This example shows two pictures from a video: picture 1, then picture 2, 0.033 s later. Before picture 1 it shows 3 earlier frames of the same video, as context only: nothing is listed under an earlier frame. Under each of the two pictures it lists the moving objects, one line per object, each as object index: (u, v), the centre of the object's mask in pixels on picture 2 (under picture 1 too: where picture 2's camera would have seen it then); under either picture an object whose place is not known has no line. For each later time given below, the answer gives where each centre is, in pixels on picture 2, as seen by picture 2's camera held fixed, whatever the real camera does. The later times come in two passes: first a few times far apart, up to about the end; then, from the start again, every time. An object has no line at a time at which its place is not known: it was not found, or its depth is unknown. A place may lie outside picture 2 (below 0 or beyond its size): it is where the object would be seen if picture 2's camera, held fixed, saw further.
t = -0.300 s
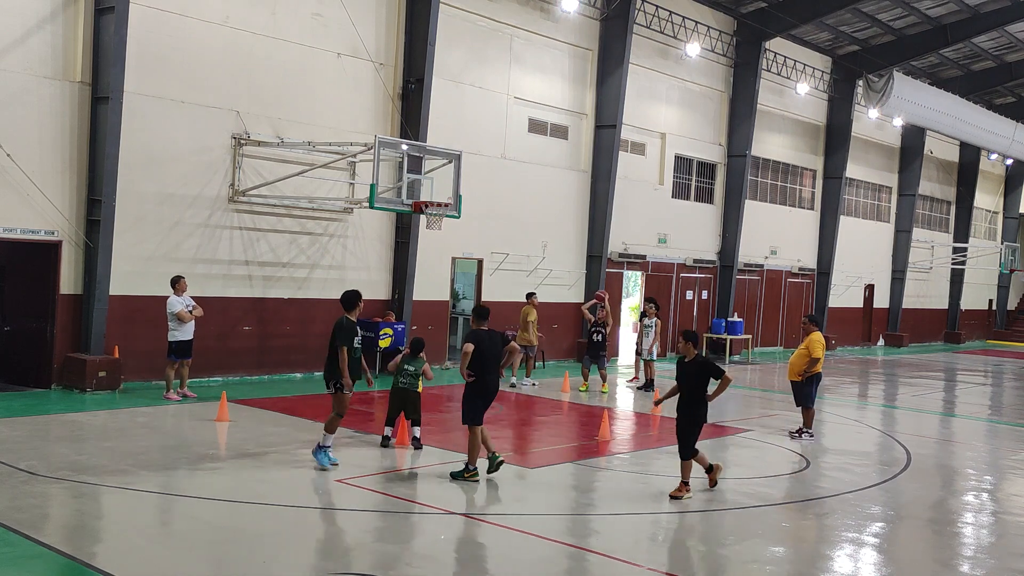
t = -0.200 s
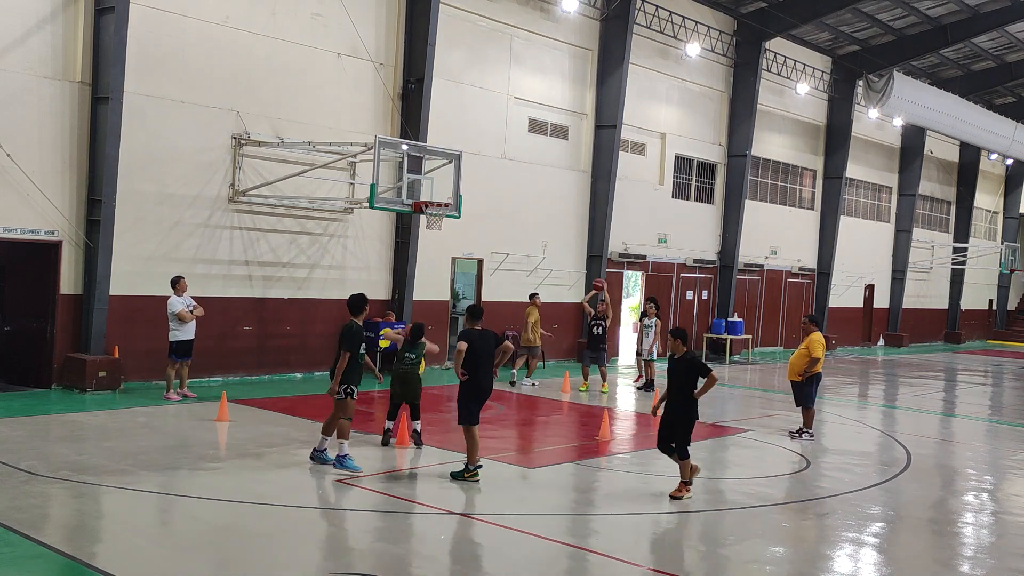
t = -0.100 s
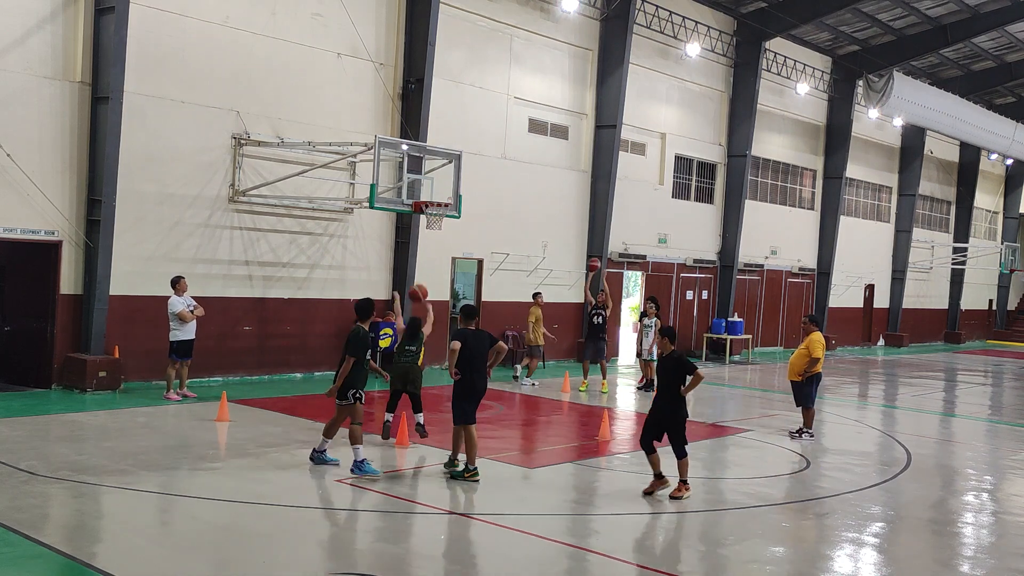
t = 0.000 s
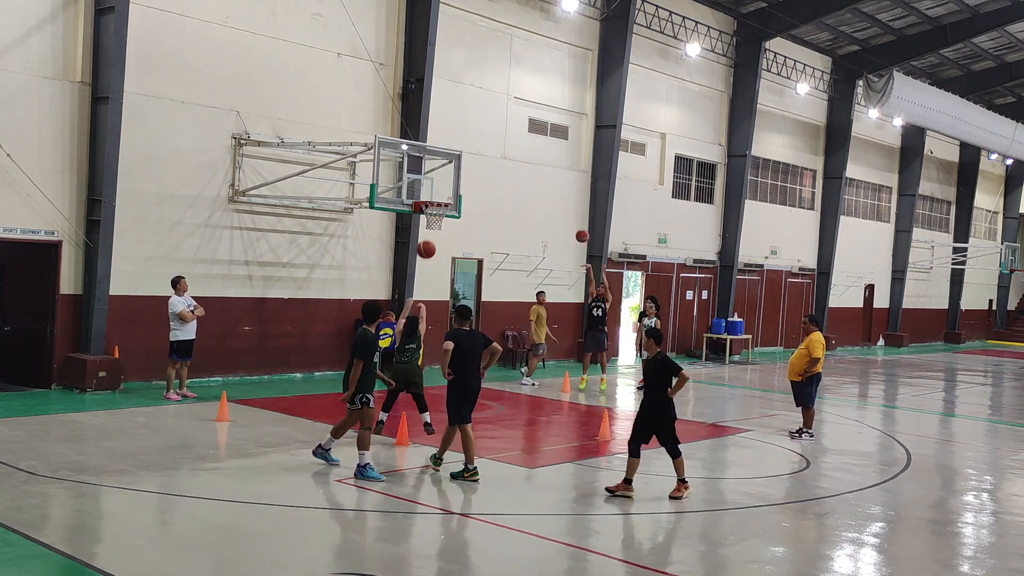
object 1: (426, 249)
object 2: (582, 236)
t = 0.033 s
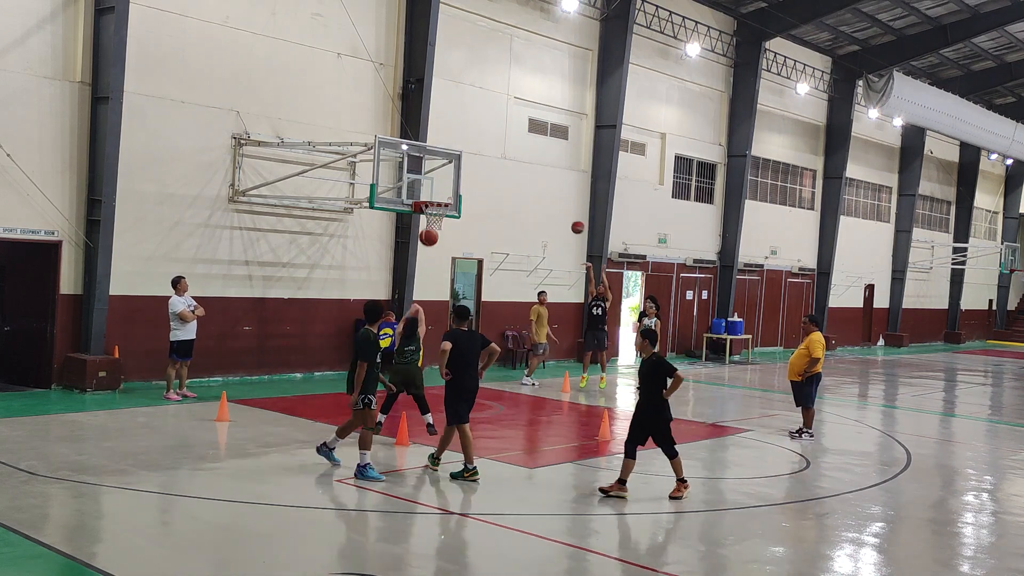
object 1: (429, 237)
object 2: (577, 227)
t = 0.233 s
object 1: (442, 184)
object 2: (550, 186)
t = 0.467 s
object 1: (454, 164)
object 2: (514, 164)
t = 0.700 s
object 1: (463, 182)
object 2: (474, 174)
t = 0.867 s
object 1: (468, 216)
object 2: (440, 201)
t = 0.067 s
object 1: (431, 226)
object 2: (573, 219)
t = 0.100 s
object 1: (434, 215)
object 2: (569, 211)
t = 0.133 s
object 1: (436, 206)
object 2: (564, 204)
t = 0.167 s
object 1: (438, 197)
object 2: (559, 198)
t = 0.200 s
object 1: (440, 190)
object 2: (554, 191)
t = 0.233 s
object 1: (442, 184)
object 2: (550, 186)
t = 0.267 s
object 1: (444, 178)
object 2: (545, 181)
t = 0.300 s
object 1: (446, 174)
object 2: (540, 176)
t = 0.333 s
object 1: (448, 170)
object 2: (535, 173)
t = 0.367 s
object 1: (450, 167)
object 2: (530, 169)
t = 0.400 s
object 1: (451, 165)
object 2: (524, 167)
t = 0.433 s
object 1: (453, 164)
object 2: (519, 165)
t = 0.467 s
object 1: (454, 164)
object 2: (514, 164)
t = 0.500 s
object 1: (456, 164)
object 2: (508, 163)
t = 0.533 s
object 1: (457, 166)
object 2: (503, 163)
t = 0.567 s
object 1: (458, 168)
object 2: (497, 164)
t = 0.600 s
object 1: (460, 170)
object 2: (491, 166)
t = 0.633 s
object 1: (461, 174)
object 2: (485, 168)
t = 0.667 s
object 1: (462, 178)
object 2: (479, 171)
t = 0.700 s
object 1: (463, 182)
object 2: (474, 174)
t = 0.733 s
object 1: (464, 188)
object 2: (468, 177)
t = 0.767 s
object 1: (465, 194)
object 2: (459, 183)
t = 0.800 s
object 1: (466, 201)
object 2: (453, 190)
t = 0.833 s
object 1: (467, 208)
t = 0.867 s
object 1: (468, 216)
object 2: (440, 201)
